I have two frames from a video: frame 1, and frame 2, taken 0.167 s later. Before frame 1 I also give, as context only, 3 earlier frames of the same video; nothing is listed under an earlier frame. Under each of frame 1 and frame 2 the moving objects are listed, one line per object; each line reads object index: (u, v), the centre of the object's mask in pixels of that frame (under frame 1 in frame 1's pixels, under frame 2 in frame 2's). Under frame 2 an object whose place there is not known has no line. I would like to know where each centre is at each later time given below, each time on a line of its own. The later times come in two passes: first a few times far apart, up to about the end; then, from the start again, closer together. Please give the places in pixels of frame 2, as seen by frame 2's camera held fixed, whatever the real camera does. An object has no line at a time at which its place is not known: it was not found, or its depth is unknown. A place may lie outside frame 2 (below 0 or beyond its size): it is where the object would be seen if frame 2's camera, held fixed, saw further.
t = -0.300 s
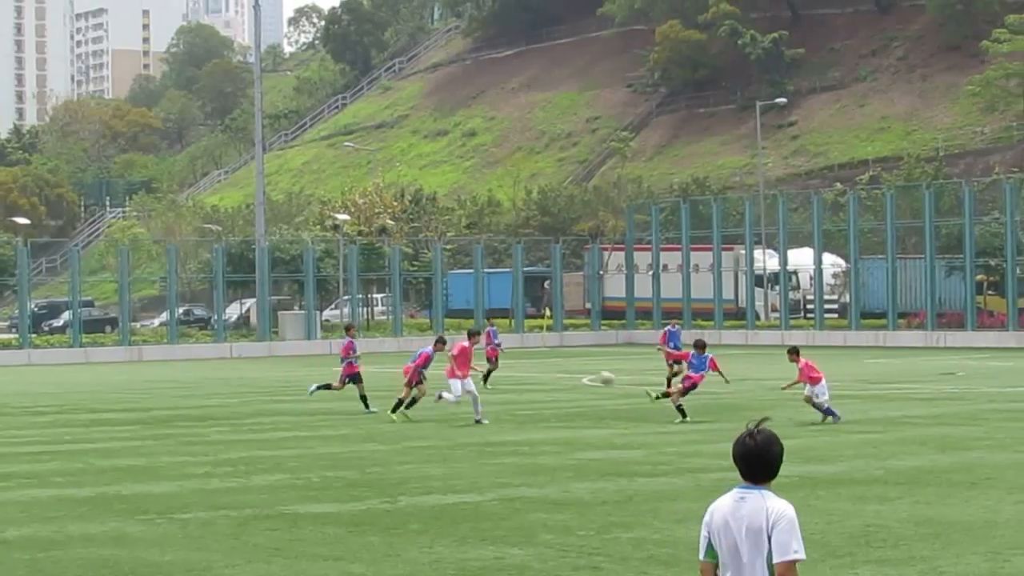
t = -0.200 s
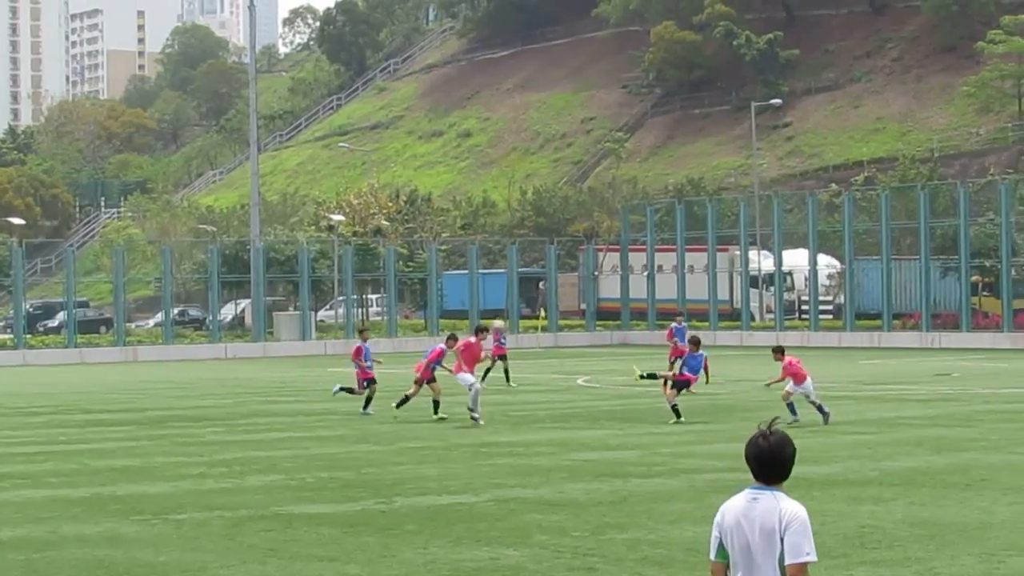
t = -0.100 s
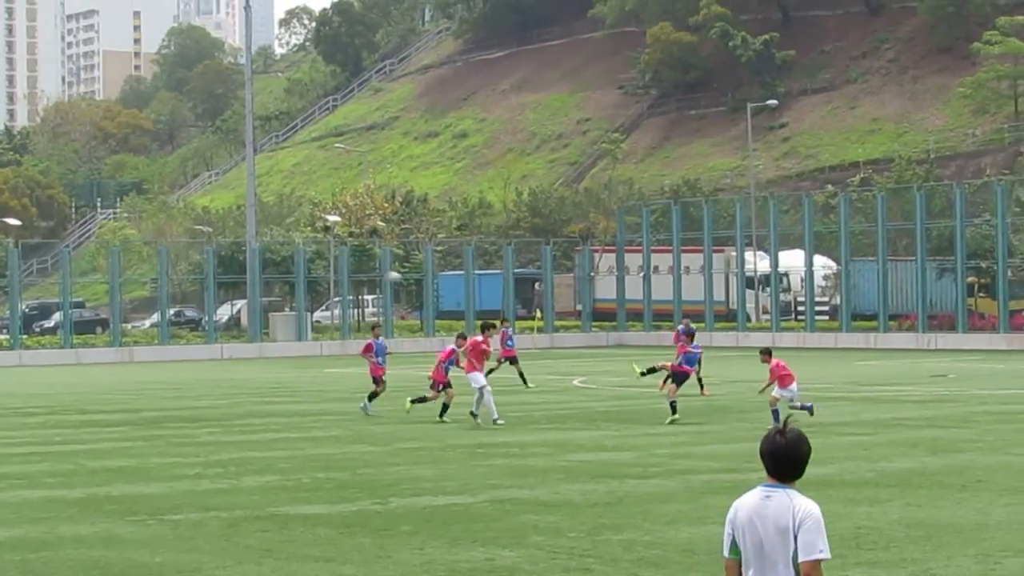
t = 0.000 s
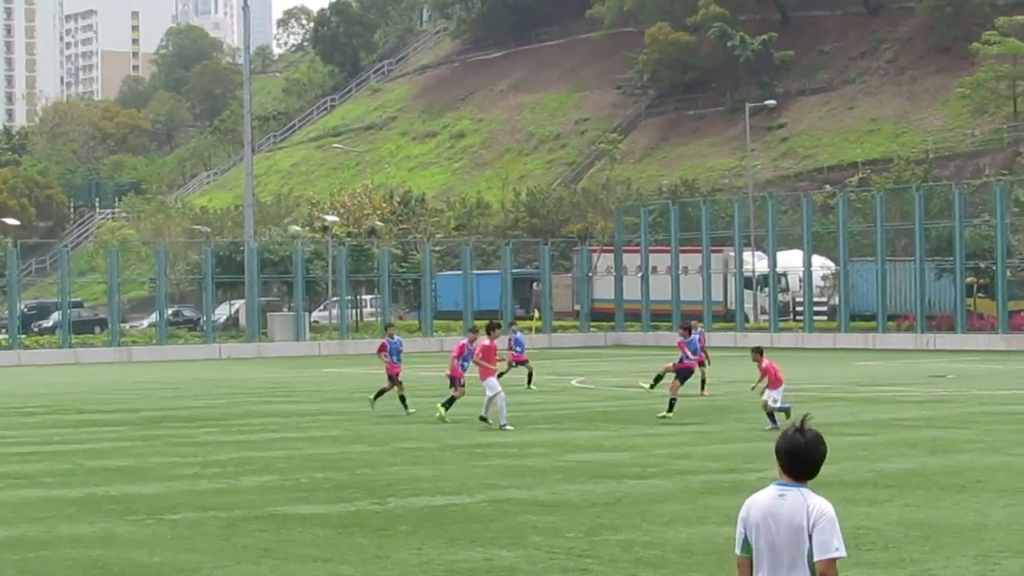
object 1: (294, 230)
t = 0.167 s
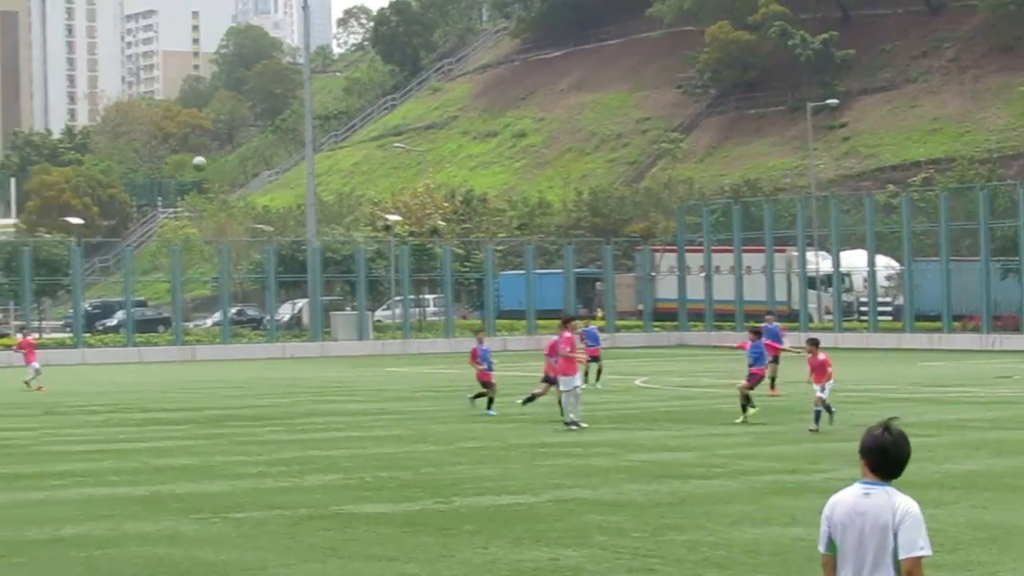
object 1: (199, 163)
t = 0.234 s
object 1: (136, 139)
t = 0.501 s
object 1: (-128, 55)
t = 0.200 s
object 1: (167, 151)
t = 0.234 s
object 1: (136, 139)
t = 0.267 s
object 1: (105, 128)
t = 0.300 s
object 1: (72, 117)
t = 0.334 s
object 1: (39, 107)
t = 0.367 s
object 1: (7, 95)
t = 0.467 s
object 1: (-93, 65)
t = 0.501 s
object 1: (-128, 55)
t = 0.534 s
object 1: (-164, 46)
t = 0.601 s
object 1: (-237, 29)
